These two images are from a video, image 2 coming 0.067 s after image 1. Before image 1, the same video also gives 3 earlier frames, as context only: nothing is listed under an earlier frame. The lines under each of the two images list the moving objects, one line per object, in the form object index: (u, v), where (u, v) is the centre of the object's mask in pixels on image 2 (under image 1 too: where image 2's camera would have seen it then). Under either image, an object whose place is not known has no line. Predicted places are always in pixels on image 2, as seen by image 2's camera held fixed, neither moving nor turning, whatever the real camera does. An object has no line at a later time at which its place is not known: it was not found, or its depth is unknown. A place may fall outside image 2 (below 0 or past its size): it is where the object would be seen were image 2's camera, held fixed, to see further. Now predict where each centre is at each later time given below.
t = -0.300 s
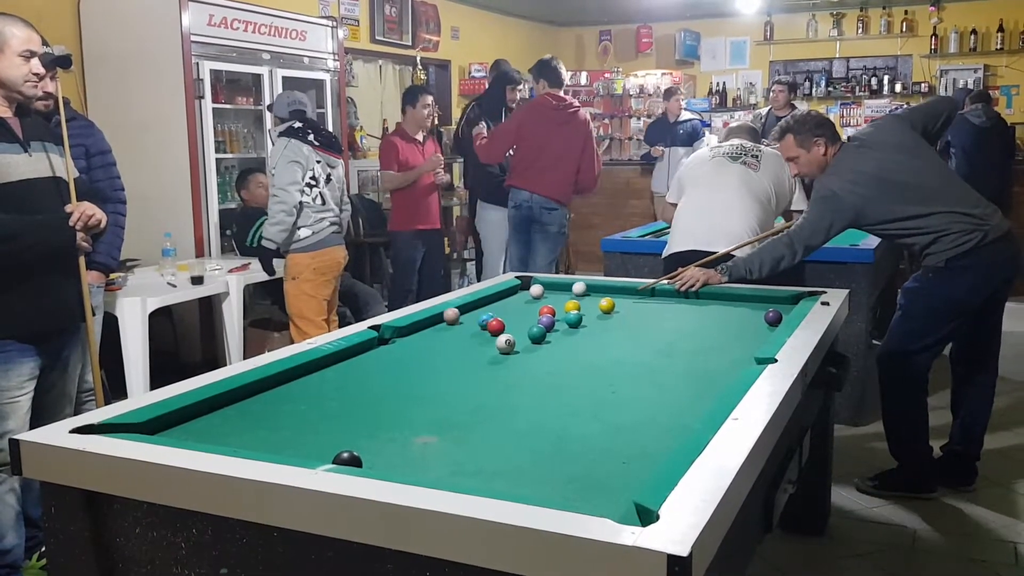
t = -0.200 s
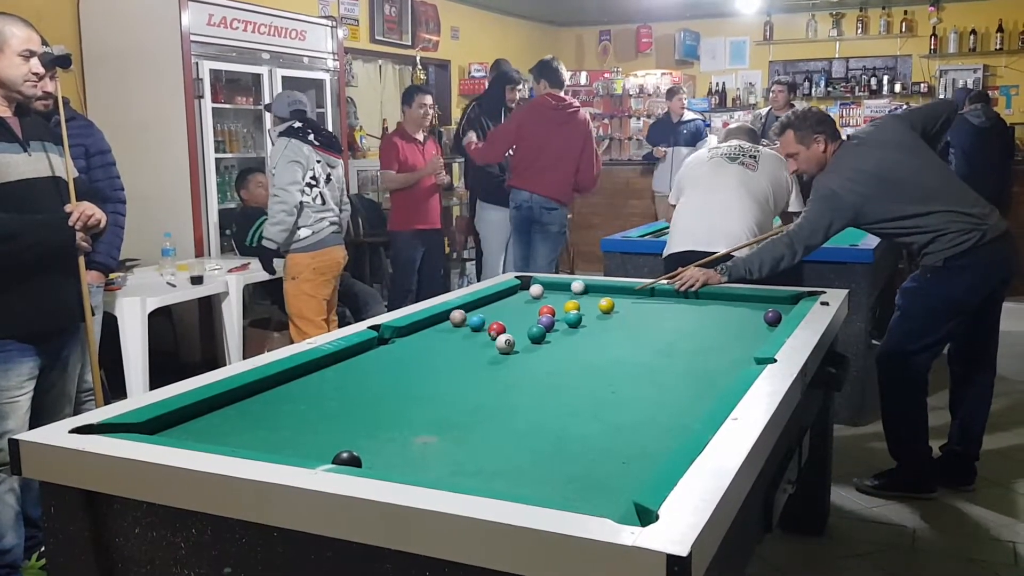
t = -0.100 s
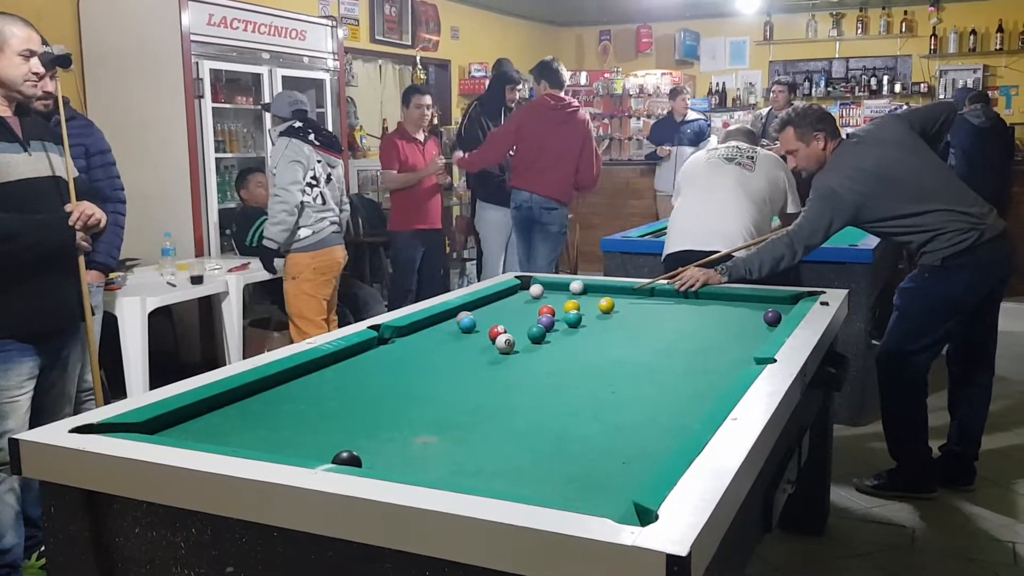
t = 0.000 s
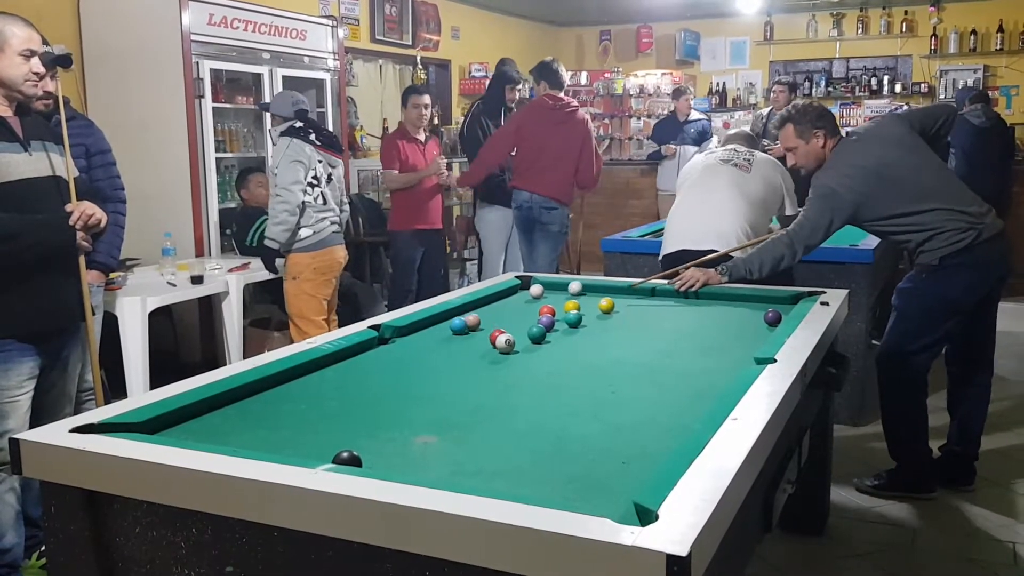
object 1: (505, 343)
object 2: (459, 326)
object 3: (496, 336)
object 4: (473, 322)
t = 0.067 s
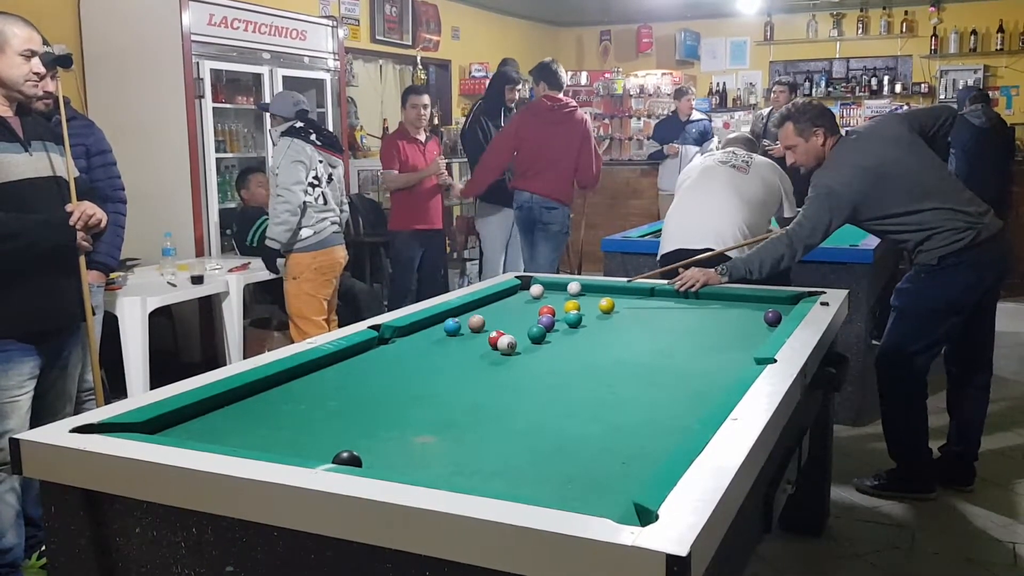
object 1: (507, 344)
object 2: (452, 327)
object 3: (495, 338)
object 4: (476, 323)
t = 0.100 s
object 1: (508, 345)
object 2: (449, 327)
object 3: (495, 339)
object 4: (479, 324)
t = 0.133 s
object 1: (509, 346)
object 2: (446, 328)
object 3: (494, 339)
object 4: (481, 325)
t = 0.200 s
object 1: (511, 348)
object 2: (440, 329)
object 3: (494, 341)
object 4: (485, 326)
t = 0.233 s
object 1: (512, 349)
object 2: (437, 329)
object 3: (493, 341)
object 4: (487, 326)
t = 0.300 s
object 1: (514, 350)
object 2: (431, 330)
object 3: (491, 342)
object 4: (492, 327)
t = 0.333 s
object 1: (515, 351)
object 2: (428, 331)
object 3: (490, 342)
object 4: (494, 327)
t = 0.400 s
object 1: (517, 352)
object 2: (422, 332)
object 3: (488, 343)
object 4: (499, 330)
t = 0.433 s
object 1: (518, 353)
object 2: (419, 333)
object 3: (487, 343)
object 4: (500, 331)
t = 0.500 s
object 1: (520, 355)
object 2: (413, 334)
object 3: (485, 344)
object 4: (504, 332)
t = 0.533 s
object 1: (521, 355)
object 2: (410, 334)
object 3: (484, 344)
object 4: (506, 333)
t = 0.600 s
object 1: (523, 357)
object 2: (405, 335)
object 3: (483, 345)
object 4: (511, 335)
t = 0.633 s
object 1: (524, 358)
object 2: (402, 335)
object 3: (482, 345)
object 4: (513, 335)
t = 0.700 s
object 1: (526, 359)
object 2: (396, 337)
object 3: (480, 346)
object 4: (517, 337)
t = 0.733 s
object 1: (527, 360)
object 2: (393, 337)
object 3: (480, 346)
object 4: (519, 337)
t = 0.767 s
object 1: (528, 361)
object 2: (391, 337)
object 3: (479, 346)
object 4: (521, 338)
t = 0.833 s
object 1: (530, 363)
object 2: (386, 339)
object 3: (478, 347)
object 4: (525, 340)
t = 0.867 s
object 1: (531, 363)
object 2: (387, 339)
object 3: (477, 347)
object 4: (527, 340)
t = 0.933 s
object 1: (533, 365)
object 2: (388, 340)
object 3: (476, 347)
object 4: (531, 342)
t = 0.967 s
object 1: (533, 365)
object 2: (389, 340)
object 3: (475, 348)
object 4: (533, 342)
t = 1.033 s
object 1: (535, 367)
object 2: (390, 341)
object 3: (474, 348)
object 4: (537, 344)
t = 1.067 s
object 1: (536, 368)
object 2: (391, 341)
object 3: (473, 348)
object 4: (539, 345)
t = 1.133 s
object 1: (538, 369)
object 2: (392, 342)
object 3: (472, 349)
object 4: (543, 346)
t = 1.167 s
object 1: (539, 370)
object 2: (393, 342)
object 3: (472, 348)
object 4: (545, 346)
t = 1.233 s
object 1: (541, 371)
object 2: (394, 343)
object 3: (471, 349)
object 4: (548, 348)
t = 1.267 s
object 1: (541, 372)
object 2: (394, 343)
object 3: (470, 349)
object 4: (550, 348)
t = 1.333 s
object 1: (543, 373)
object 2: (396, 344)
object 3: (469, 350)
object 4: (554, 350)
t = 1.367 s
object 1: (544, 374)
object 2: (396, 344)
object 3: (468, 350)
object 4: (556, 350)
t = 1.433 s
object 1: (546, 376)
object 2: (397, 345)
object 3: (468, 350)
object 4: (560, 352)
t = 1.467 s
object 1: (546, 376)
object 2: (397, 345)
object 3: (467, 350)
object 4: (561, 352)
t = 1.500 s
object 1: (547, 377)
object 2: (398, 345)
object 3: (467, 350)
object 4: (563, 353)
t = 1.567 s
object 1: (548, 378)
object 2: (398, 346)
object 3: (466, 351)
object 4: (567, 354)
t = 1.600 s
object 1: (549, 379)
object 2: (399, 346)
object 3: (466, 351)
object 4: (569, 355)
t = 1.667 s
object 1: (550, 380)
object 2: (399, 347)
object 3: (465, 351)
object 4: (572, 356)
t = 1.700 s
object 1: (551, 381)
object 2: (399, 347)
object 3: (465, 351)
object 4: (574, 357)
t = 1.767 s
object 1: (552, 382)
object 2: (400, 347)
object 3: (465, 351)
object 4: (577, 358)
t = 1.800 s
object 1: (553, 382)
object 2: (400, 347)
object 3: (465, 351)
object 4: (579, 358)
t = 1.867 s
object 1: (554, 384)
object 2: (401, 348)
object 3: (465, 351)
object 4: (582, 360)
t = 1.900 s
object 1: (554, 384)
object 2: (401, 348)
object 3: (465, 351)
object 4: (584, 360)
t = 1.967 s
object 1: (555, 385)
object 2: (401, 348)
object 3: (465, 352)
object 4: (587, 362)
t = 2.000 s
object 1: (556, 386)
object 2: (401, 349)
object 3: (465, 351)
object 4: (588, 362)
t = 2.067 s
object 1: (557, 387)
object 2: (401, 349)
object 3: (465, 351)
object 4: (591, 363)
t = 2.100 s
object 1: (557, 388)
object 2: (402, 349)
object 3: (465, 351)
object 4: (593, 364)
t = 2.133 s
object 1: (558, 388)
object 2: (402, 349)
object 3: (465, 351)
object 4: (594, 365)
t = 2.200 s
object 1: (558, 389)
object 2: (402, 350)
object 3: (465, 351)
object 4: (597, 366)
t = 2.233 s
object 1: (559, 390)
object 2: (402, 349)
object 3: (465, 352)
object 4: (598, 366)
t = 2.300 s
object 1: (559, 391)
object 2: (403, 350)
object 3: (465, 352)
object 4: (601, 367)
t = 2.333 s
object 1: (560, 391)
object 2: (403, 350)
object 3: (465, 352)
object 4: (602, 368)
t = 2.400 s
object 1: (560, 393)
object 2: (403, 350)
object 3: (465, 352)
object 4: (605, 369)
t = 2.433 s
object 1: (560, 393)
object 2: (403, 350)
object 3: (465, 352)
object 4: (606, 370)
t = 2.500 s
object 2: (404, 350)
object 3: (465, 352)
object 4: (609, 371)
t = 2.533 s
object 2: (404, 351)
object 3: (465, 352)
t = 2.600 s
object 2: (404, 351)
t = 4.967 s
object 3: (466, 351)
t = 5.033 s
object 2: (404, 351)
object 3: (465, 351)
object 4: (639, 388)
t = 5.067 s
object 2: (404, 352)
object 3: (465, 351)
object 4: (639, 388)
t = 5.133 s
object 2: (404, 351)
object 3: (465, 352)
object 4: (639, 388)
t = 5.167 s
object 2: (404, 351)
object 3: (465, 351)
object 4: (639, 389)
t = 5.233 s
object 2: (404, 351)
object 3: (465, 351)
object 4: (639, 388)
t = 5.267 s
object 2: (404, 352)
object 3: (465, 351)
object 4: (639, 388)
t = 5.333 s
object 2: (404, 351)
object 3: (465, 351)
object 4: (639, 389)
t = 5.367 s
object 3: (465, 351)
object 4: (639, 388)
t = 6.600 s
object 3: (465, 351)
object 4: (639, 388)
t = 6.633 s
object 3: (465, 351)
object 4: (639, 388)
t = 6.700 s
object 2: (404, 352)
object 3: (465, 351)
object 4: (639, 388)
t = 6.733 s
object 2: (404, 352)
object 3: (465, 351)
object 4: (639, 388)
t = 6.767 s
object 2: (404, 352)
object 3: (465, 351)
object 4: (639, 388)
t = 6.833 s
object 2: (404, 352)
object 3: (465, 351)
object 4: (639, 389)
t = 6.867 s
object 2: (404, 351)
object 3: (465, 351)
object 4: (639, 388)
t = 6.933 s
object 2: (404, 351)
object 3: (465, 351)
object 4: (639, 389)
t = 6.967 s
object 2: (404, 352)
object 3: (465, 352)
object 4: (639, 389)
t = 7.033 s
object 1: (560, 404)
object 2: (404, 352)
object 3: (465, 351)
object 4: (639, 389)
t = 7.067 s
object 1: (560, 404)
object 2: (404, 352)
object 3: (465, 352)
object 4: (639, 389)
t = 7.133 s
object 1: (560, 404)
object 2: (404, 352)
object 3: (465, 352)
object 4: (639, 389)
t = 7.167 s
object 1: (560, 404)
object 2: (404, 352)
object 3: (465, 352)
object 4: (639, 389)
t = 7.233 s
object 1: (560, 404)
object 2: (404, 352)
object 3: (465, 352)
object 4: (639, 389)
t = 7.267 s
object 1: (560, 404)
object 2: (404, 352)
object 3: (465, 352)
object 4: (639, 389)
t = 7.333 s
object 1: (560, 404)
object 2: (404, 352)
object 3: (465, 352)
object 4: (639, 389)
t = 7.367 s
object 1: (560, 404)
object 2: (404, 352)
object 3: (465, 352)
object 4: (639, 389)
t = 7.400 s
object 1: (560, 404)
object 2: (404, 352)
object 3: (465, 352)
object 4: (639, 389)
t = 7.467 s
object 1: (560, 404)
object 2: (404, 352)
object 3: (465, 352)
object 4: (639, 389)
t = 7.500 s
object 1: (560, 404)
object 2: (404, 352)
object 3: (465, 352)
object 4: (639, 389)
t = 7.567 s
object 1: (560, 404)
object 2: (404, 352)
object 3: (465, 352)
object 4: (639, 389)
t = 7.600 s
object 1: (560, 404)
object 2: (404, 352)
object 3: (465, 352)
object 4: (639, 389)
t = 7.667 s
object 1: (560, 404)
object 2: (404, 352)
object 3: (465, 352)
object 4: (639, 389)
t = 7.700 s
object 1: (560, 404)
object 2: (404, 352)
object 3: (465, 352)
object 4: (639, 389)
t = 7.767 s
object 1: (560, 404)
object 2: (404, 352)
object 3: (465, 352)
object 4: (639, 389)
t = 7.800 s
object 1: (560, 404)
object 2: (404, 352)
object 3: (465, 352)
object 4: (639, 389)
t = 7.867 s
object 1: (560, 404)
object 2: (404, 352)
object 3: (465, 352)
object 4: (639, 389)
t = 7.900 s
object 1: (560, 404)
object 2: (404, 352)
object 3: (465, 352)
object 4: (639, 389)
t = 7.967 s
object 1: (560, 404)
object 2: (404, 352)
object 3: (465, 352)
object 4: (639, 389)
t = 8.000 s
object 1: (560, 404)
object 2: (404, 352)
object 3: (465, 352)
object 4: (639, 389)
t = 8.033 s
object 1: (560, 404)
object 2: (404, 352)
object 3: (465, 352)
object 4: (639, 389)
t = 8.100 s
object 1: (560, 404)
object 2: (404, 352)
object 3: (465, 352)
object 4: (639, 389)
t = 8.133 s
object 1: (560, 404)
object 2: (404, 352)
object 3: (465, 352)
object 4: (639, 389)
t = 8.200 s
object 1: (560, 404)
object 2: (404, 352)
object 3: (465, 352)
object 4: (639, 389)
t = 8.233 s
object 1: (560, 404)
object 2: (404, 352)
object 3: (465, 352)
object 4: (639, 389)
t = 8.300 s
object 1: (560, 404)
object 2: (404, 351)
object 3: (465, 352)
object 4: (639, 389)
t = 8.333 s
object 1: (560, 404)
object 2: (404, 352)
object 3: (465, 352)
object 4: (639, 389)
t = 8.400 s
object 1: (560, 404)
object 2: (404, 352)
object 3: (465, 352)
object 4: (638, 389)
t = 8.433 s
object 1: (560, 404)
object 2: (404, 351)
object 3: (465, 352)
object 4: (639, 389)
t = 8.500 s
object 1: (560, 404)
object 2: (404, 351)
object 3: (465, 352)
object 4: (639, 389)
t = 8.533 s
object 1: (560, 404)
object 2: (404, 352)
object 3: (465, 352)
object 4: (639, 389)
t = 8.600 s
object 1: (560, 404)
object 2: (404, 352)
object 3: (465, 352)
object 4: (639, 389)
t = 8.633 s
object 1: (560, 404)
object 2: (404, 351)
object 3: (465, 352)
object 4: (638, 389)
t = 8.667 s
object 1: (560, 404)
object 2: (404, 352)
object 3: (465, 352)
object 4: (638, 389)
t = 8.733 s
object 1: (560, 404)
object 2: (404, 352)
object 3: (465, 352)
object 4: (638, 389)
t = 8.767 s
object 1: (560, 404)
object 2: (404, 352)
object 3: (465, 352)
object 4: (638, 388)
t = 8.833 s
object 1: (560, 404)
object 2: (404, 352)
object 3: (465, 352)
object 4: (638, 389)
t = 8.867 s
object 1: (560, 404)
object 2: (404, 352)
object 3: (465, 351)
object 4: (638, 389)
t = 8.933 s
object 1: (560, 404)
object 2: (404, 352)
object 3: (465, 351)
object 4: (638, 388)
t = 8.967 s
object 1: (560, 404)
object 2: (404, 351)
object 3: (465, 351)
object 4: (638, 388)
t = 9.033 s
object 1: (560, 404)
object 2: (404, 351)
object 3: (465, 352)
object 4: (638, 388)
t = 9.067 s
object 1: (560, 404)
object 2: (404, 352)
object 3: (465, 352)
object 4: (638, 388)
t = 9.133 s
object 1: (560, 404)
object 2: (404, 351)
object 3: (465, 351)
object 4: (638, 388)
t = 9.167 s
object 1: (560, 404)
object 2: (404, 351)
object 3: (465, 351)
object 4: (638, 388)
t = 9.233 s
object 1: (560, 404)
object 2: (404, 352)
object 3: (465, 351)
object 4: (638, 388)
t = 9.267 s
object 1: (560, 404)
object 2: (404, 352)
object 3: (465, 352)
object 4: (638, 388)
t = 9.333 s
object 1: (560, 404)
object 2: (404, 352)
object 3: (465, 351)
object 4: (638, 388)
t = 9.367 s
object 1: (560, 404)
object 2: (404, 352)
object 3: (465, 351)
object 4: (638, 388)
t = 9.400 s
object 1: (560, 404)
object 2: (404, 352)
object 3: (465, 351)
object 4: (638, 388)
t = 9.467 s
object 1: (560, 404)
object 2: (404, 352)
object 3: (465, 351)
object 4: (638, 388)
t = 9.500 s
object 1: (560, 404)
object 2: (404, 351)
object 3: (465, 351)
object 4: (638, 388)
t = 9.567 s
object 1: (560, 404)
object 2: (404, 351)
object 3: (465, 351)
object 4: (638, 388)
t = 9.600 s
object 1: (560, 404)
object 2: (404, 351)
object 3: (465, 351)
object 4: (638, 388)
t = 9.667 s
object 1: (560, 404)
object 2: (404, 352)
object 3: (465, 351)
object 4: (638, 388)
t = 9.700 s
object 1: (560, 404)
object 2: (404, 352)
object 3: (465, 351)
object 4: (638, 388)
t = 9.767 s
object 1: (560, 404)
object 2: (404, 351)
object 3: (465, 351)
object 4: (638, 388)
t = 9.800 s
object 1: (560, 404)
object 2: (404, 351)
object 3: (465, 351)
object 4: (638, 388)
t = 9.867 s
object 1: (560, 404)
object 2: (404, 352)
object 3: (465, 351)
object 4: (638, 388)
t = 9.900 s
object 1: (560, 404)
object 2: (404, 352)
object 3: (465, 351)
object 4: (638, 388)
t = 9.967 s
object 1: (560, 404)
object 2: (404, 352)
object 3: (465, 351)
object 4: (638, 388)
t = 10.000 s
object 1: (560, 404)
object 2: (404, 352)
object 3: (465, 351)
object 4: (638, 389)
